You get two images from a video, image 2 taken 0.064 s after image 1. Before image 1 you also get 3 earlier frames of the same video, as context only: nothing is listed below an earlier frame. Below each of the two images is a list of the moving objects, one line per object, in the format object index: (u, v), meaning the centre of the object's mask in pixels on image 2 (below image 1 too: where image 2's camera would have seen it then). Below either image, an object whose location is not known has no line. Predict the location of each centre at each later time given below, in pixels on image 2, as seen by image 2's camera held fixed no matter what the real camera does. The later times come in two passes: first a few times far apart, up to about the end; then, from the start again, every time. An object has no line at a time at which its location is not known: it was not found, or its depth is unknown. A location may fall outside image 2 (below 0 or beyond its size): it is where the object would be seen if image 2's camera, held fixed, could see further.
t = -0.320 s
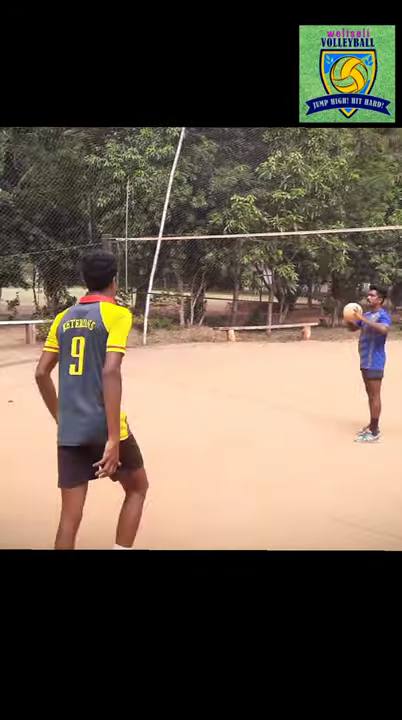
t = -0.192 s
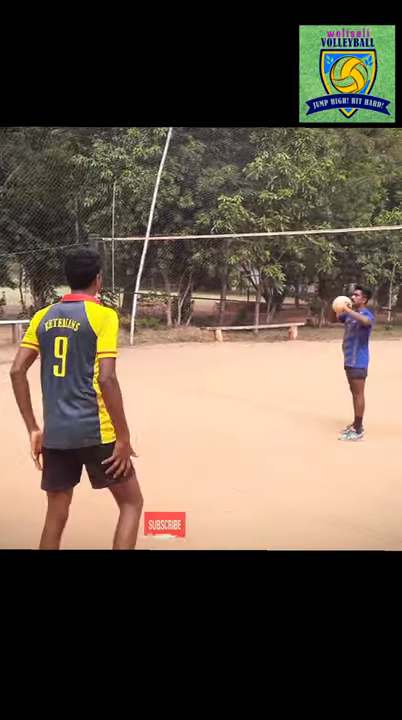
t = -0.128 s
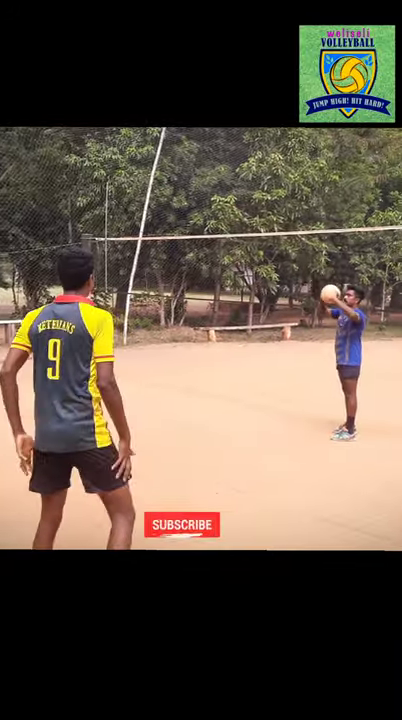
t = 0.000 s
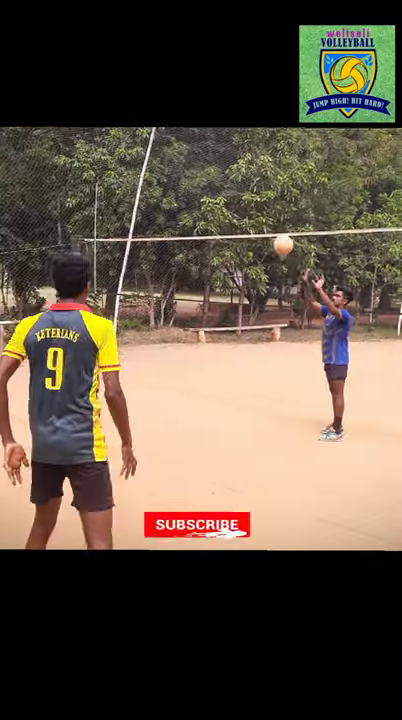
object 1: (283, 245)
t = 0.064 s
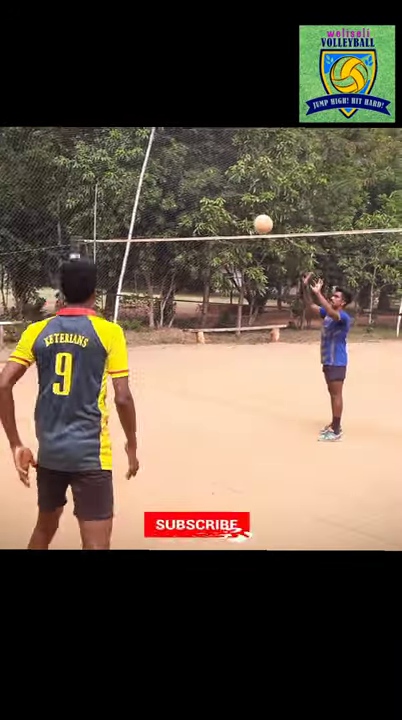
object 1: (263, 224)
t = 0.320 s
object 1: (181, 178)
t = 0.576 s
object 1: (72, 215)
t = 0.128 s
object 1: (243, 207)
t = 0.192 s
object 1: (223, 193)
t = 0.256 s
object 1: (202, 184)
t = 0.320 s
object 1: (181, 178)
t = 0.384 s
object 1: (160, 177)
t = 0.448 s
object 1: (116, 187)
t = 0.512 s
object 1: (94, 199)
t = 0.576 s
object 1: (72, 215)
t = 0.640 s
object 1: (49, 237)
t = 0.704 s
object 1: (27, 264)
